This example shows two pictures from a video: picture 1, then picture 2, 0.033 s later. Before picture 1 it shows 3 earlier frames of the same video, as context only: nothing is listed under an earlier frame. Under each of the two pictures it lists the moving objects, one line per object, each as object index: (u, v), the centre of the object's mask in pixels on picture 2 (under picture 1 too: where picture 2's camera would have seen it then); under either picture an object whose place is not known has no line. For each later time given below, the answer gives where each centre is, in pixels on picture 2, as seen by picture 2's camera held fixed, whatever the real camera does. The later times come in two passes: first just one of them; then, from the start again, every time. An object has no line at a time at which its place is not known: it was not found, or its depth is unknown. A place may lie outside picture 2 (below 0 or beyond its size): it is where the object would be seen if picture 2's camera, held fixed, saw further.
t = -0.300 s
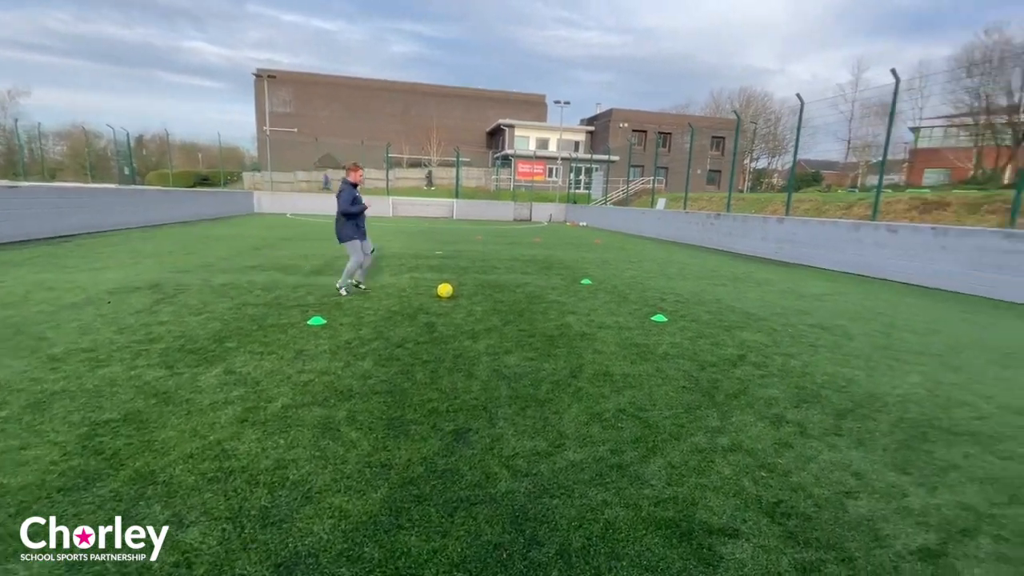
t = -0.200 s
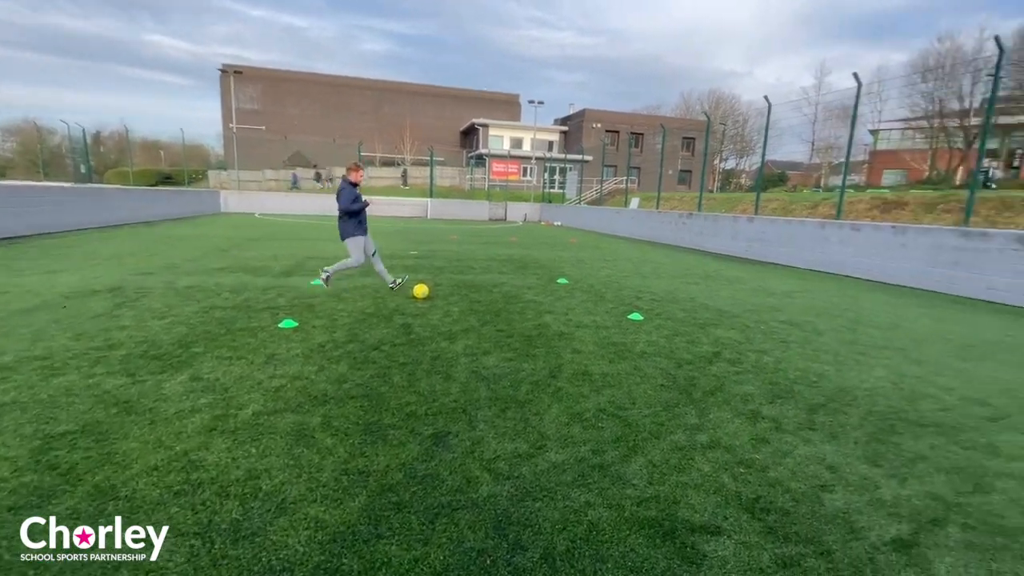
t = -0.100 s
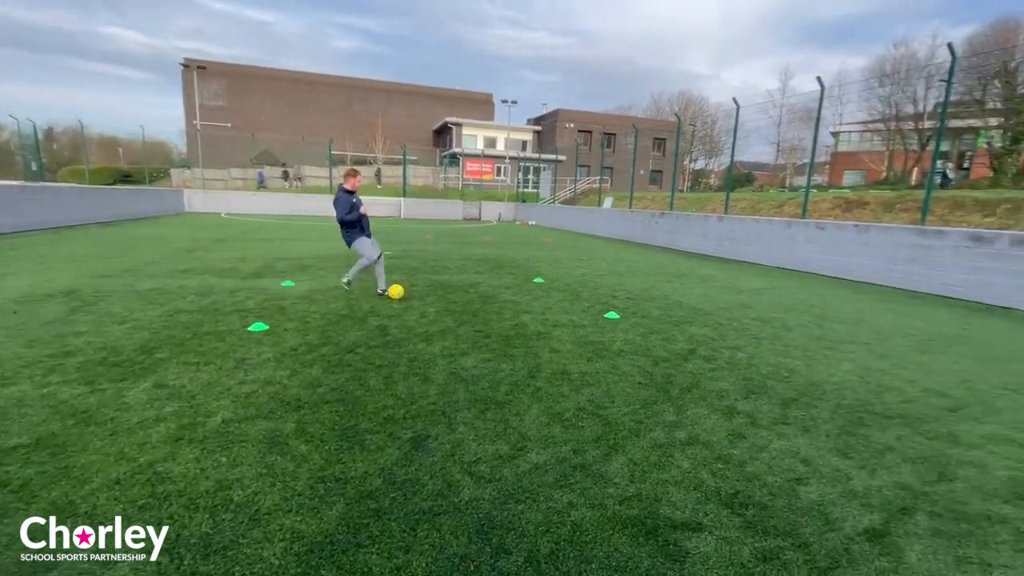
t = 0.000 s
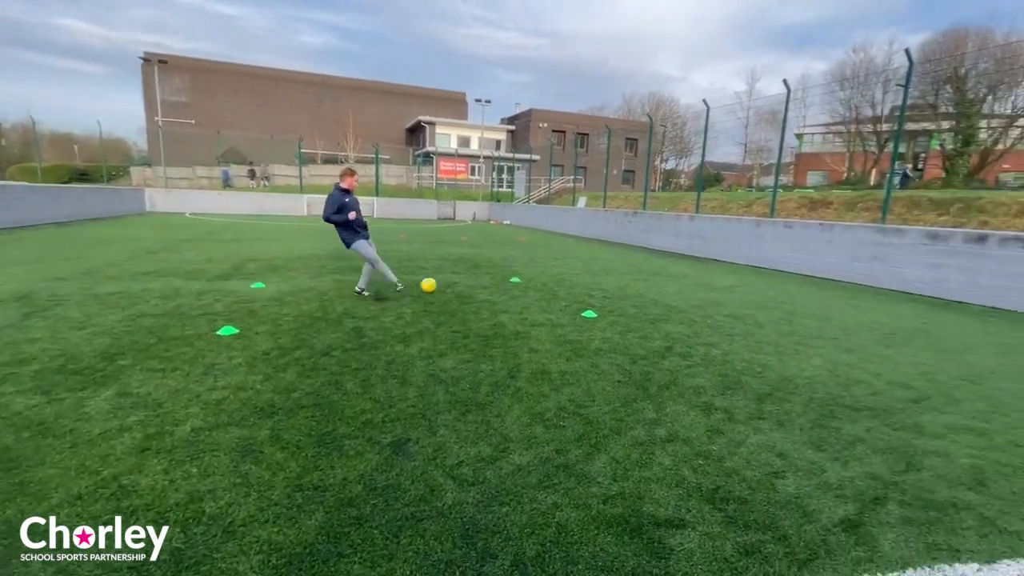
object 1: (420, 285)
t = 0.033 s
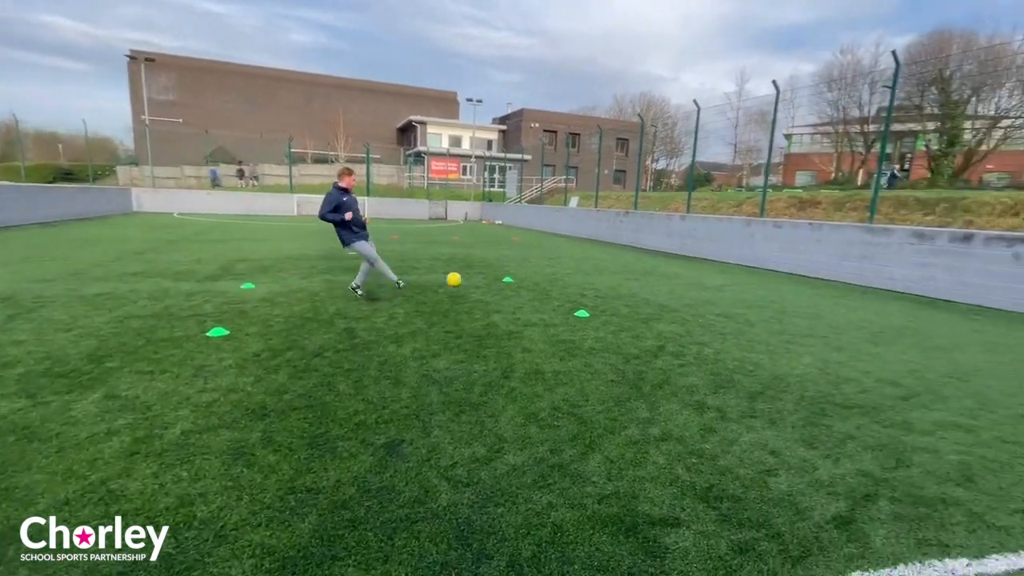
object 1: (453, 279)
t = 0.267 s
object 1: (644, 267)
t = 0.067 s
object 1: (485, 274)
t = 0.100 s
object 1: (515, 271)
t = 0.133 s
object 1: (544, 268)
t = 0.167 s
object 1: (571, 267)
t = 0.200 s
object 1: (597, 266)
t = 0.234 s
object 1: (621, 266)
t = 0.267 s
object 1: (644, 267)
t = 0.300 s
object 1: (665, 269)
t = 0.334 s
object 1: (685, 271)
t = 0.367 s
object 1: (704, 275)
